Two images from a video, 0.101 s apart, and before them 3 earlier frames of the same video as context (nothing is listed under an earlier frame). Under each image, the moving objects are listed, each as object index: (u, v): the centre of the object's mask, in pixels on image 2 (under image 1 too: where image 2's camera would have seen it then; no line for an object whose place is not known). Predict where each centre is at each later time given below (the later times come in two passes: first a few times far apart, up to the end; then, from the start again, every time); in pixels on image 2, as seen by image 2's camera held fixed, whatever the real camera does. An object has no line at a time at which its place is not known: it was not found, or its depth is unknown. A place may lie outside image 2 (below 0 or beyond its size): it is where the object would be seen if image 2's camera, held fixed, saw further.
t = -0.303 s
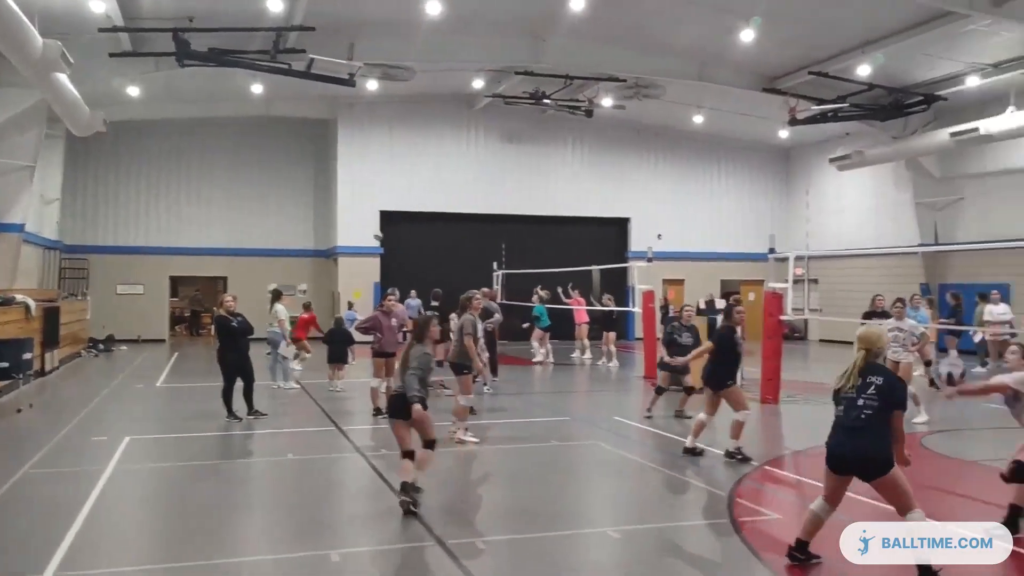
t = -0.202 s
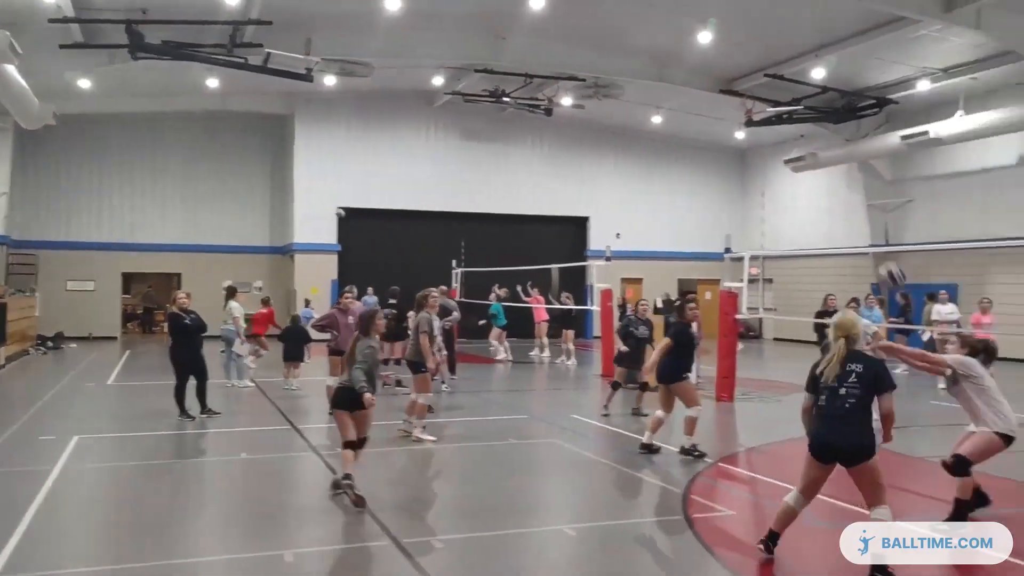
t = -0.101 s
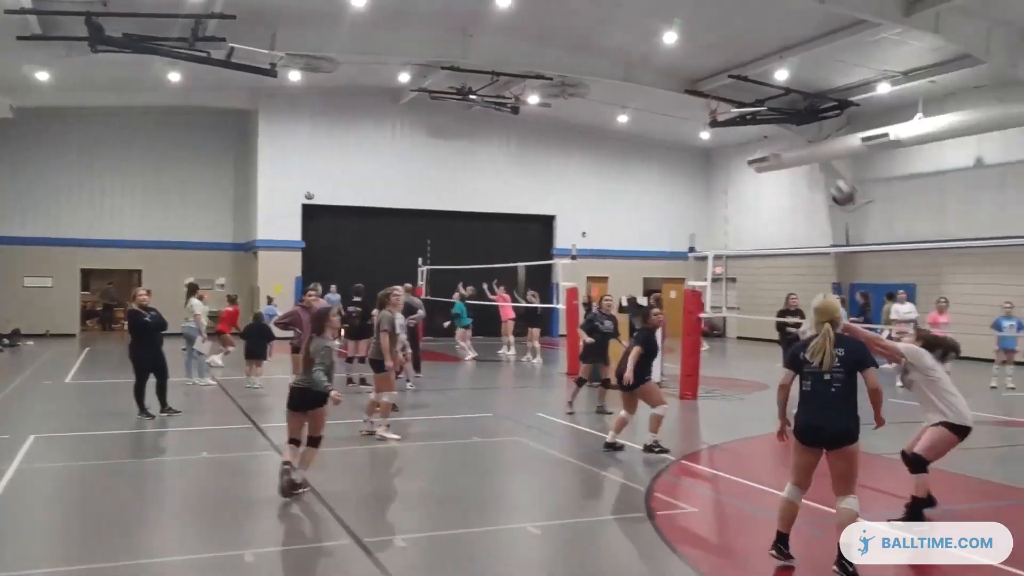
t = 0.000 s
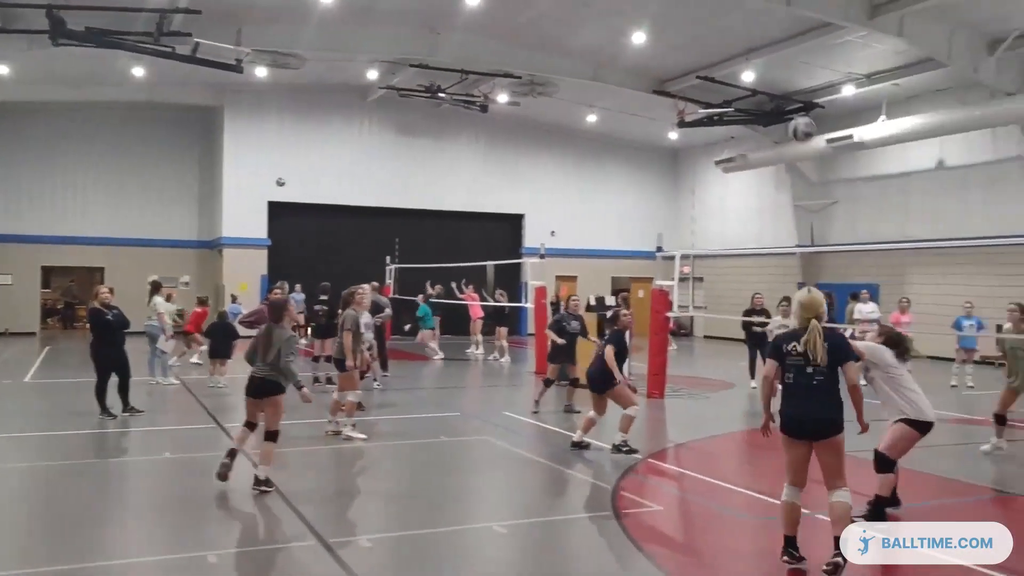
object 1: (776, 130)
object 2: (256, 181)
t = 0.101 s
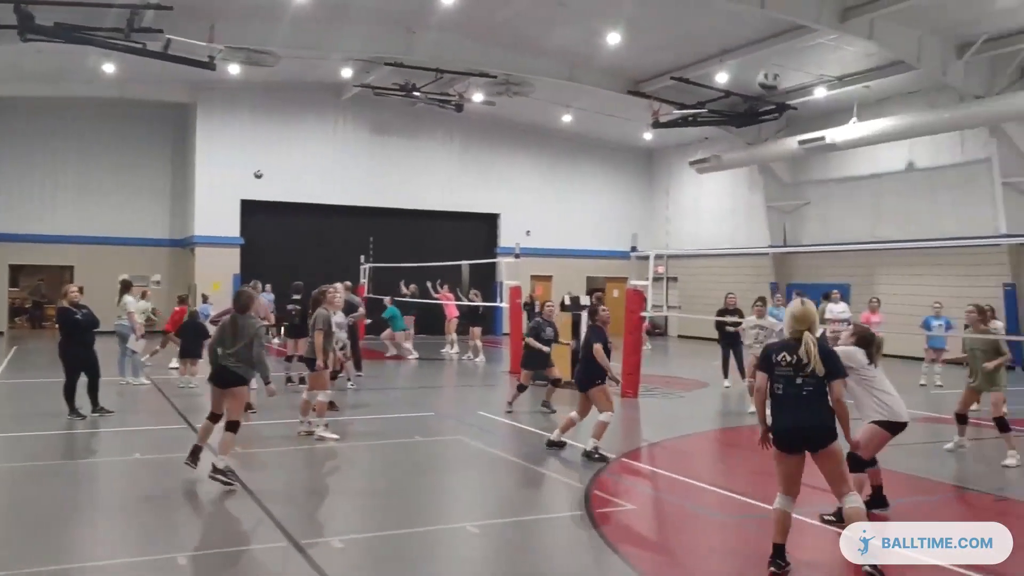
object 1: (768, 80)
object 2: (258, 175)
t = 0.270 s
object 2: (262, 175)
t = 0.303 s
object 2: (264, 177)
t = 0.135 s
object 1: (766, 69)
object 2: (259, 173)
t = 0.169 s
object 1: (764, 57)
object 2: (259, 173)
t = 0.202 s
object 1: (763, 47)
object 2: (261, 173)
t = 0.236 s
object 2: (261, 174)
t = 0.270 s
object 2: (262, 175)
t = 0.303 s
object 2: (264, 177)
